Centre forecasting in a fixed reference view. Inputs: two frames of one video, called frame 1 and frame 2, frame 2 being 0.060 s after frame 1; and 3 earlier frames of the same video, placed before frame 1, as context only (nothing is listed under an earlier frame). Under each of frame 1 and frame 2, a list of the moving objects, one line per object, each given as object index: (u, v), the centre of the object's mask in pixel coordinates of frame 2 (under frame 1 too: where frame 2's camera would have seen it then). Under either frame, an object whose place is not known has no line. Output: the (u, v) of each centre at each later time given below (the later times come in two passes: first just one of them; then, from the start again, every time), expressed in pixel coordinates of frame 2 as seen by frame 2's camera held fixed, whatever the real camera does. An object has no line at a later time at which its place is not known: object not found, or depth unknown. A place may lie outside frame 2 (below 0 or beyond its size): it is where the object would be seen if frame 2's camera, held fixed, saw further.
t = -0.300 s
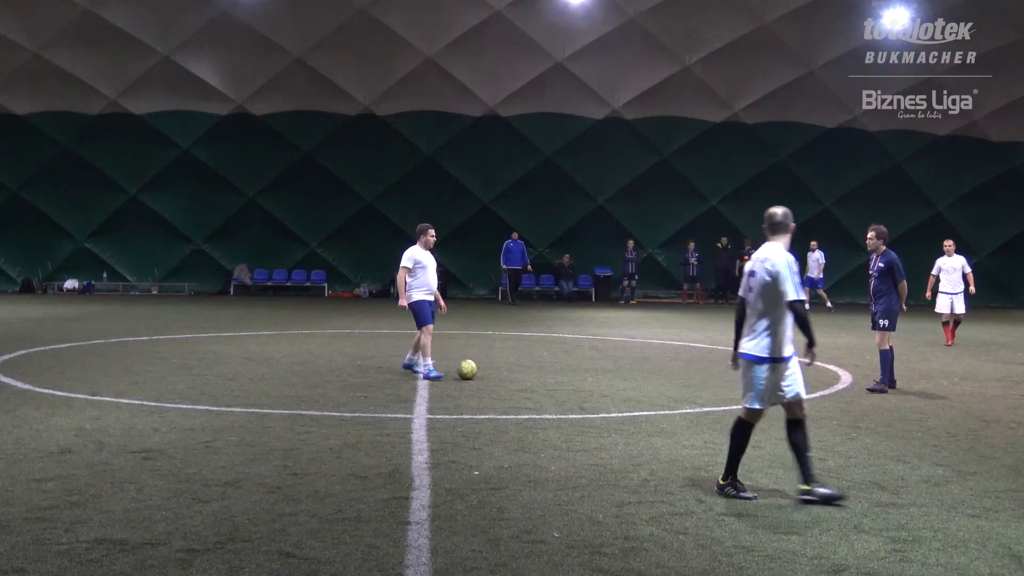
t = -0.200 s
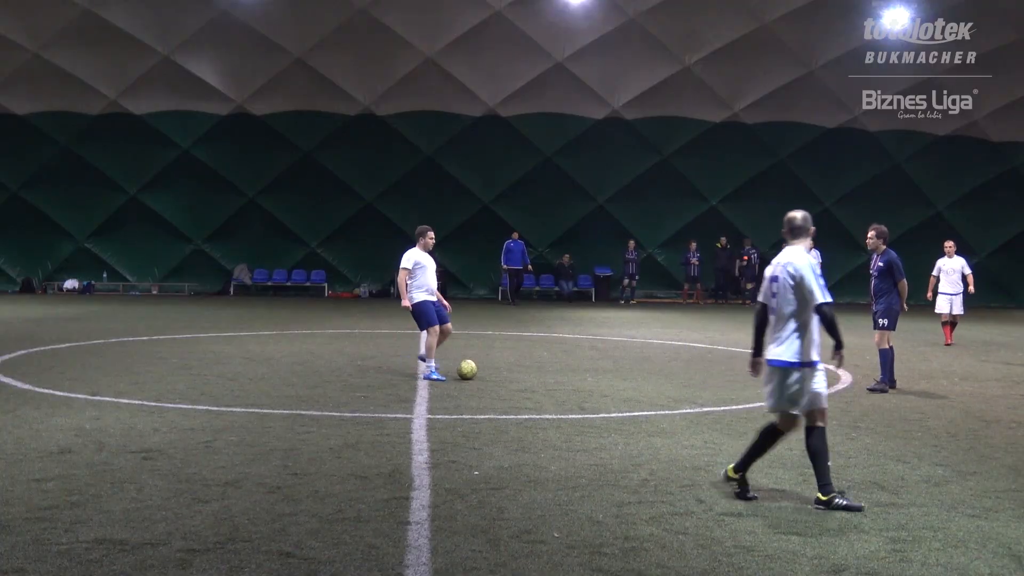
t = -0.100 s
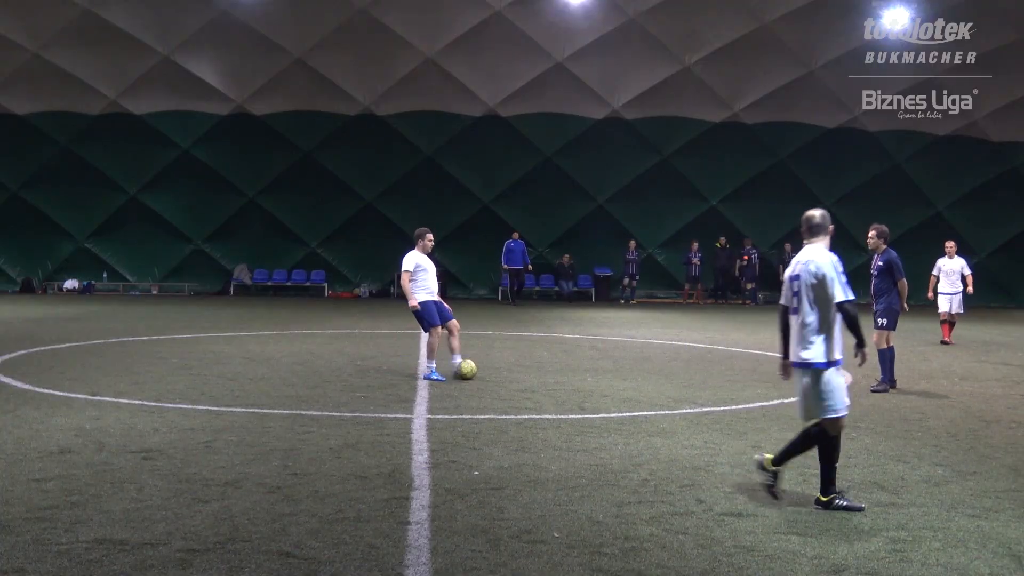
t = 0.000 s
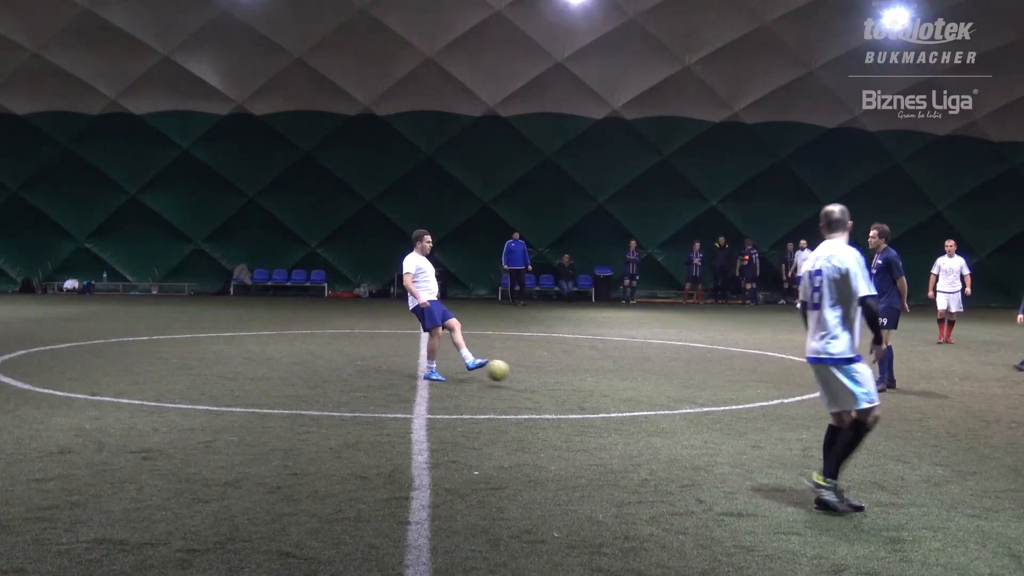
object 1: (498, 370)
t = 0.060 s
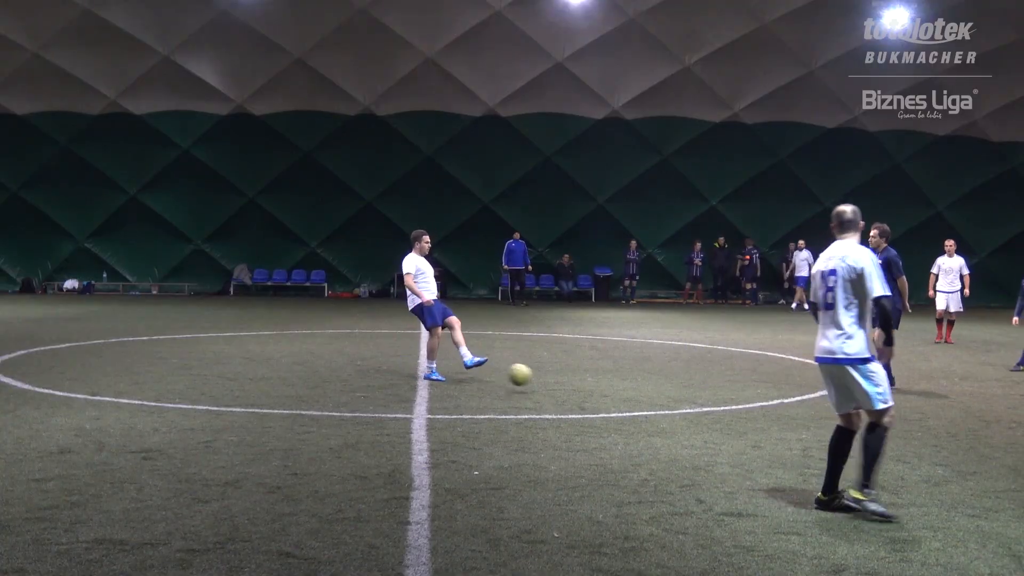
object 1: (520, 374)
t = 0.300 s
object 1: (615, 401)
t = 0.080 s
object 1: (527, 376)
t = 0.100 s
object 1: (535, 379)
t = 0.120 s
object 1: (543, 382)
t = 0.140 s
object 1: (552, 386)
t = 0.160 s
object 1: (560, 389)
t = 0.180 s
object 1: (569, 394)
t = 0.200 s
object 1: (577, 396)
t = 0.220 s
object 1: (585, 396)
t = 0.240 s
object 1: (592, 397)
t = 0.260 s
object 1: (599, 397)
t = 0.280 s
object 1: (607, 399)
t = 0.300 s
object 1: (615, 401)
